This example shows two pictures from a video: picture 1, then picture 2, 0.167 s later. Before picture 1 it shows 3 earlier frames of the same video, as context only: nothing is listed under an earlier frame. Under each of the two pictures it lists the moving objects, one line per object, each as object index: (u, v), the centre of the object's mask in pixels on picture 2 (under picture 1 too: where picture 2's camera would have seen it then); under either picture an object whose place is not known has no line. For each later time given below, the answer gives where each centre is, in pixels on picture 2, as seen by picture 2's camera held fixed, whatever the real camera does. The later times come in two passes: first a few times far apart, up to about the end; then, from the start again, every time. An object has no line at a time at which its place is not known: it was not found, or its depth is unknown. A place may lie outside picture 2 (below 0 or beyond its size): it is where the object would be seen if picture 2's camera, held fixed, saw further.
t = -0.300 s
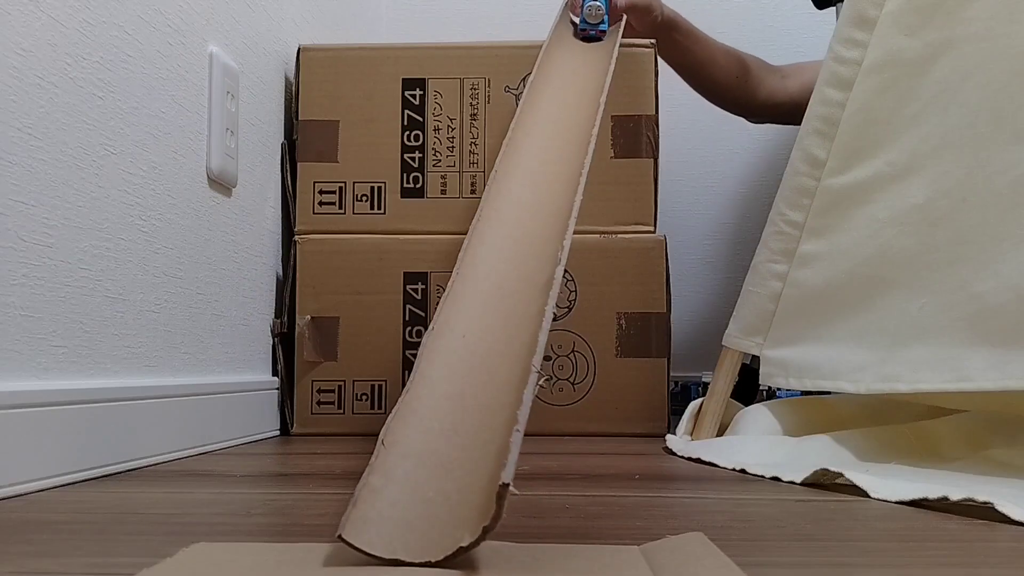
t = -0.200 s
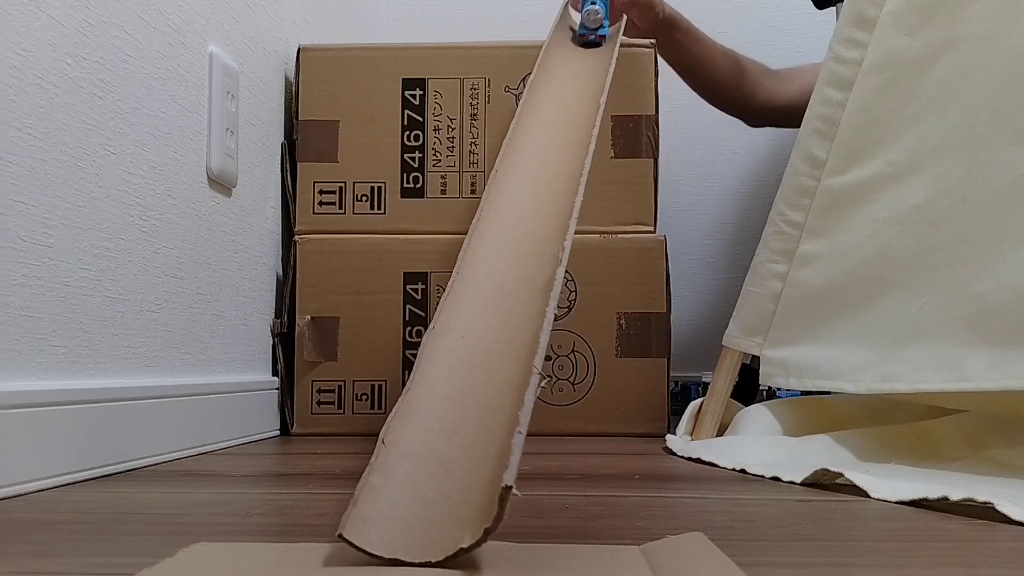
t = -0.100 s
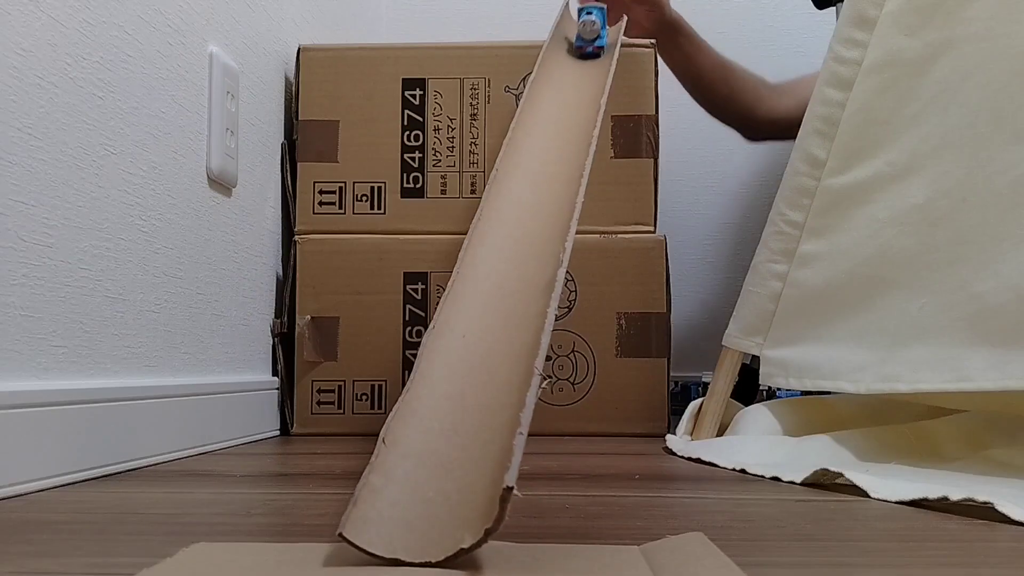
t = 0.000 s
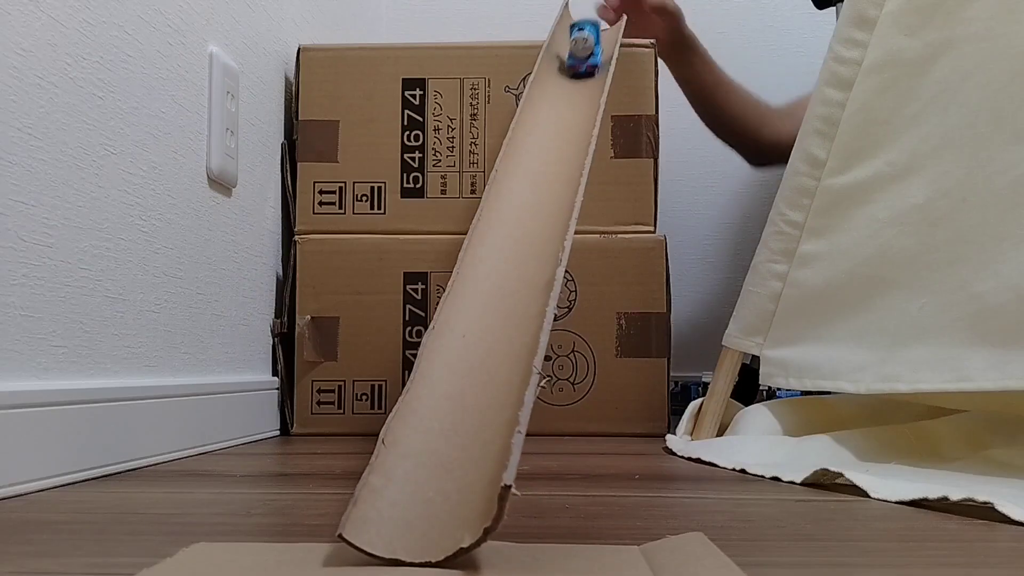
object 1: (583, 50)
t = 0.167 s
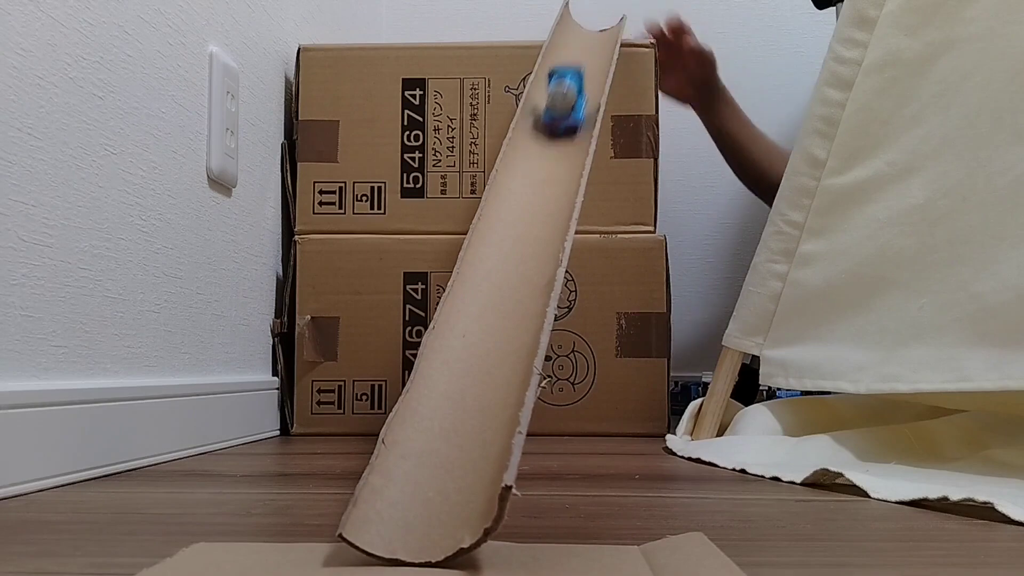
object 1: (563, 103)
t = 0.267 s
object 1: (541, 160)
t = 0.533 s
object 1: (327, 504)
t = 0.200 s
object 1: (557, 119)
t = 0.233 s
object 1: (549, 138)
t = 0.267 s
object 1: (541, 160)
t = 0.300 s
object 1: (532, 186)
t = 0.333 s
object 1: (519, 218)
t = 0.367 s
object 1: (503, 258)
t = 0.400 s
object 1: (484, 309)
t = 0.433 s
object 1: (458, 378)
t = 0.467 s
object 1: (423, 466)
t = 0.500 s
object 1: (382, 493)
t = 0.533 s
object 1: (327, 504)
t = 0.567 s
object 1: (279, 509)
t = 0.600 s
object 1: (231, 521)
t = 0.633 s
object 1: (182, 528)
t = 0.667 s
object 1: (148, 531)
